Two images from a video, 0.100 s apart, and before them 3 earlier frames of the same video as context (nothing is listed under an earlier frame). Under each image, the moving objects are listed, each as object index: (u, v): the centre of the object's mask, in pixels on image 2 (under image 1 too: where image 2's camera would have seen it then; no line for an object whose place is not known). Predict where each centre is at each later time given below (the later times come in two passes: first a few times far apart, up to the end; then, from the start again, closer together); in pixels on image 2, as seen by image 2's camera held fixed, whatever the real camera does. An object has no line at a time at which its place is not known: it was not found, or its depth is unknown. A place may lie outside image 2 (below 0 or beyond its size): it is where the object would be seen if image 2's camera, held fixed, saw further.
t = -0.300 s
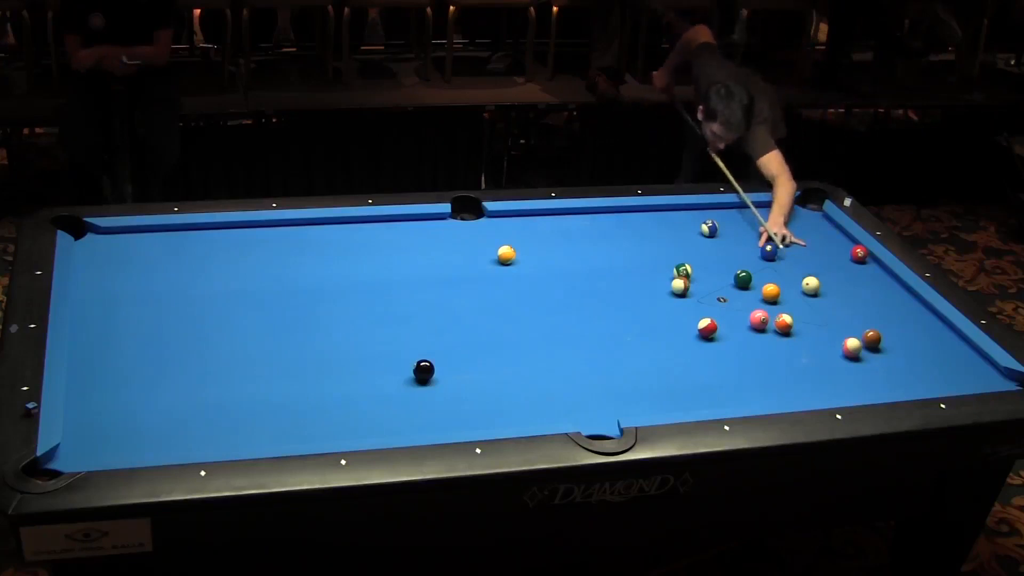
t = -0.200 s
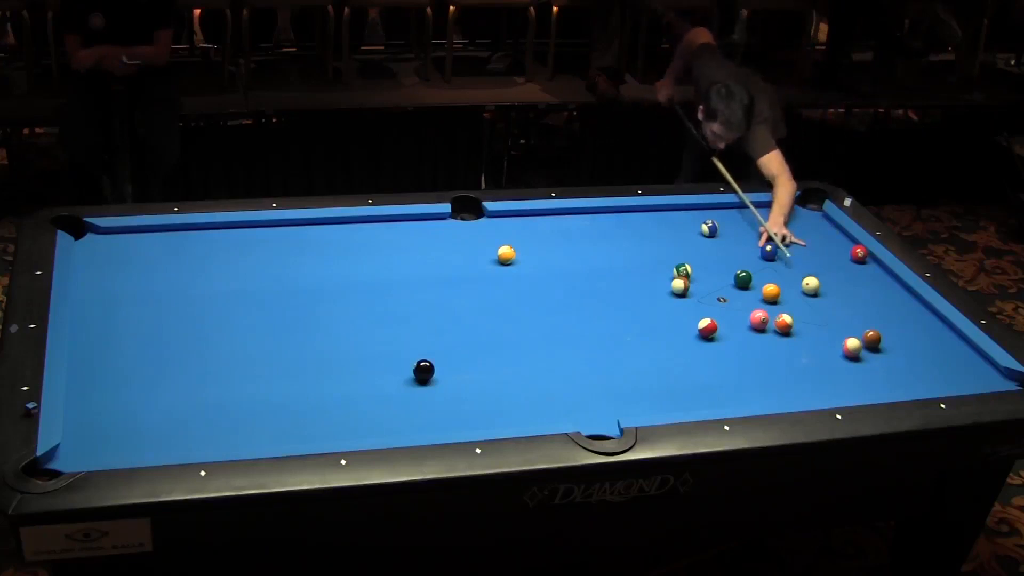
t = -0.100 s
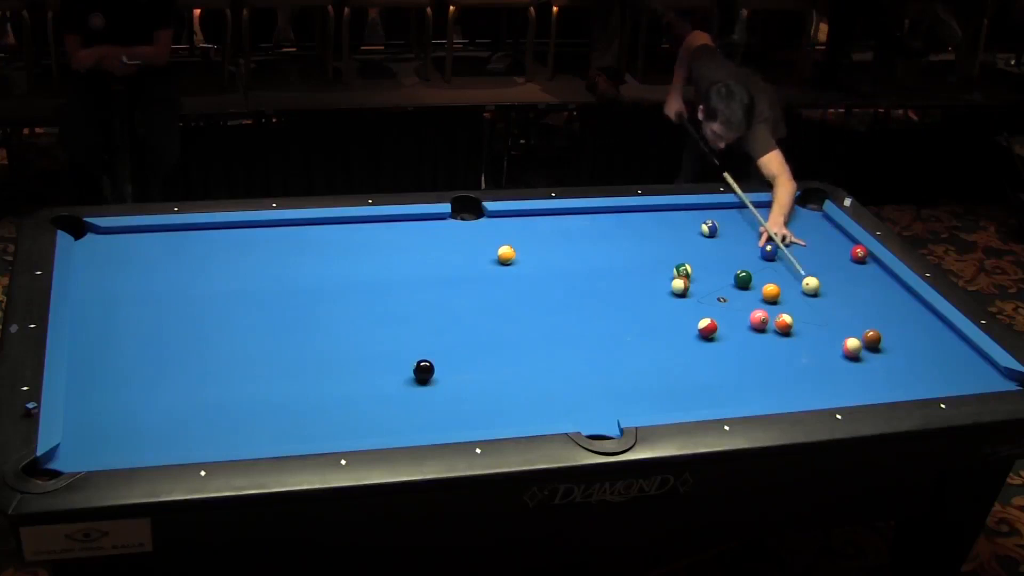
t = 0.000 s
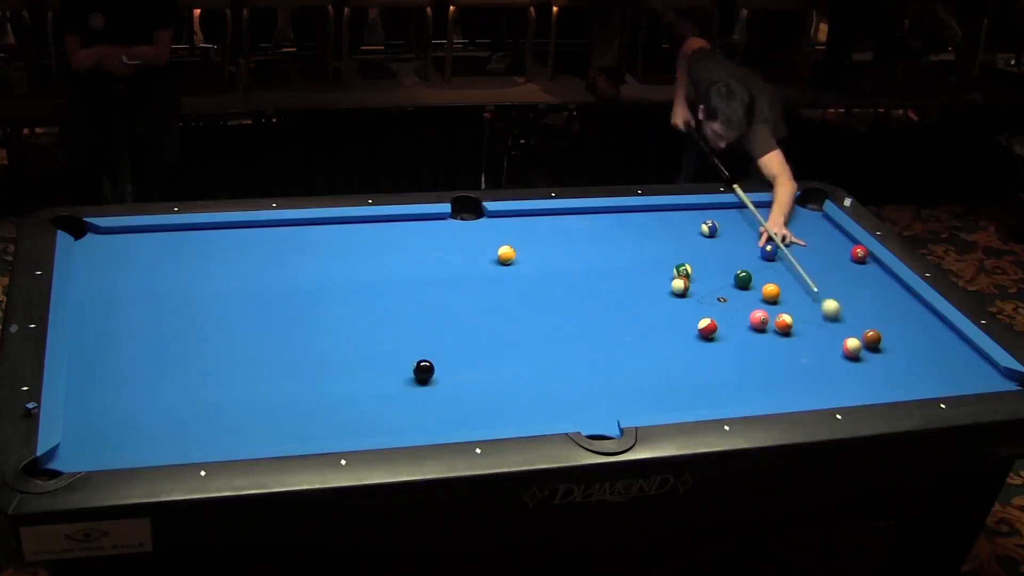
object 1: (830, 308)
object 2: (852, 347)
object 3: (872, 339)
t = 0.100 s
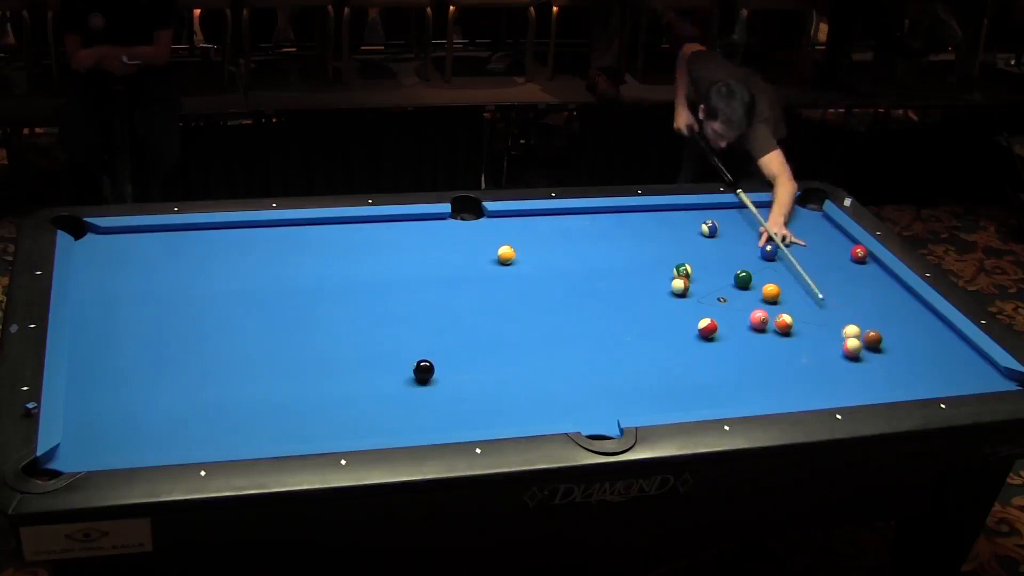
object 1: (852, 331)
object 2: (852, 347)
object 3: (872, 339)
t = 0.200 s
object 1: (846, 339)
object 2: (853, 362)
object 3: (897, 347)
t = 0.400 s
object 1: (841, 347)
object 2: (857, 388)
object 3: (934, 359)
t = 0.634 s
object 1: (838, 357)
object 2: (828, 378)
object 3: (977, 372)
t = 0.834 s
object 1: (835, 367)
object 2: (805, 365)
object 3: (1015, 379)
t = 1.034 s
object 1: (832, 375)
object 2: (784, 353)
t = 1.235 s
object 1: (830, 383)
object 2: (764, 342)
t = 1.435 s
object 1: (827, 390)
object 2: (745, 333)
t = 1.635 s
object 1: (820, 391)
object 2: (727, 323)
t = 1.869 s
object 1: (808, 390)
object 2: (707, 311)
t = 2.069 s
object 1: (799, 387)
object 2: (692, 305)
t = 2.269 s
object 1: (792, 384)
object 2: (678, 297)
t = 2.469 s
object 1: (784, 382)
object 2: (664, 290)
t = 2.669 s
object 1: (779, 380)
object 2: (652, 283)
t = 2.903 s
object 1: (774, 378)
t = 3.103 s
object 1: (770, 377)
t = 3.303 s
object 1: (768, 377)
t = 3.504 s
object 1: (767, 376)
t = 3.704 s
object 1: (767, 376)
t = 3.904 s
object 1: (767, 376)
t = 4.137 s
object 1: (767, 376)
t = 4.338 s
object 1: (767, 376)
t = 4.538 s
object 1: (767, 376)
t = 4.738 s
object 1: (767, 376)
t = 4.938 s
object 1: (767, 376)
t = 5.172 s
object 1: (767, 376)
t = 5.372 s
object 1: (767, 376)
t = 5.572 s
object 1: (767, 376)
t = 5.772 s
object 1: (767, 376)
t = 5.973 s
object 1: (767, 376)
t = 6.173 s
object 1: (767, 376)
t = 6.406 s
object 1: (767, 376)
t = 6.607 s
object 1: (765, 375)
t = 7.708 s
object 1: (768, 369)
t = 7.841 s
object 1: (767, 376)
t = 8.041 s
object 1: (767, 376)
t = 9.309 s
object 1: (762, 379)
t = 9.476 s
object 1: (767, 376)
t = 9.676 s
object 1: (767, 376)
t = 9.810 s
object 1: (767, 376)
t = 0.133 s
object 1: (849, 335)
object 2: (852, 350)
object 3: (881, 342)
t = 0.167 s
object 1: (847, 338)
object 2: (853, 356)
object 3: (889, 345)
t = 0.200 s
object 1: (846, 339)
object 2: (853, 362)
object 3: (897, 347)
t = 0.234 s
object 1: (844, 339)
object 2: (854, 368)
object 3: (903, 350)
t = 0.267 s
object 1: (843, 341)
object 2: (855, 373)
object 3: (909, 351)
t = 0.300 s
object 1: (843, 342)
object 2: (856, 378)
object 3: (916, 352)
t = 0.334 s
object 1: (842, 344)
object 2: (856, 381)
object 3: (922, 354)
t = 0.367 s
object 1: (842, 346)
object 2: (856, 385)
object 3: (928, 357)
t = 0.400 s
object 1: (841, 347)
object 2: (857, 388)
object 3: (934, 359)
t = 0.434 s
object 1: (841, 348)
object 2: (855, 388)
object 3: (940, 360)
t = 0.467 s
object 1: (841, 350)
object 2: (849, 387)
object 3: (947, 362)
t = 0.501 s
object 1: (840, 351)
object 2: (845, 386)
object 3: (953, 364)
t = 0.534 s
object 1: (840, 353)
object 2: (841, 383)
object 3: (959, 368)
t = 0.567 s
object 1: (839, 355)
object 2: (837, 381)
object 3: (965, 368)
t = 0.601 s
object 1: (839, 357)
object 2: (833, 380)
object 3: (972, 370)
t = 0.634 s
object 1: (838, 357)
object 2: (828, 378)
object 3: (977, 372)
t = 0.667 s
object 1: (838, 359)
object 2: (824, 375)
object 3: (984, 373)
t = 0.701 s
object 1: (837, 361)
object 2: (821, 373)
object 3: (990, 375)
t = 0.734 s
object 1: (837, 363)
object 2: (817, 371)
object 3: (996, 375)
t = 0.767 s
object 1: (836, 364)
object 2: (813, 369)
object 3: (1002, 377)
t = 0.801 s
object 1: (836, 365)
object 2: (809, 367)
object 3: (1007, 378)
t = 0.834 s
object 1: (835, 367)
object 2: (805, 365)
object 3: (1015, 379)
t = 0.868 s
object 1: (835, 368)
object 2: (801, 363)
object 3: (1019, 381)
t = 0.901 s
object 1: (834, 369)
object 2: (798, 361)
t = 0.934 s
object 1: (834, 371)
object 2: (795, 359)
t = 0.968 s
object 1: (834, 372)
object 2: (791, 357)
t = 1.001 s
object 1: (833, 374)
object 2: (788, 355)
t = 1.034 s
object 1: (832, 375)
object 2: (784, 353)
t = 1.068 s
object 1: (832, 376)
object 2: (780, 352)
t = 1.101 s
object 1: (831, 378)
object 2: (777, 350)
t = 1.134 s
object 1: (831, 379)
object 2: (773, 348)
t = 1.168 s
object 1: (830, 381)
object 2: (771, 346)
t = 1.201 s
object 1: (830, 383)
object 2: (767, 344)
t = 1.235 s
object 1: (830, 383)
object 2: (764, 342)
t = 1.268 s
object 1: (829, 385)
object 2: (761, 341)
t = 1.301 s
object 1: (829, 387)
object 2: (757, 339)
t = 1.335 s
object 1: (828, 387)
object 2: (754, 337)
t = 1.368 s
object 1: (828, 388)
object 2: (751, 335)
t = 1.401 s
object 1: (827, 389)
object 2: (748, 334)
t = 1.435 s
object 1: (827, 390)
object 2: (745, 333)
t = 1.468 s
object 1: (826, 390)
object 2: (741, 331)
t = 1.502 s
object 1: (826, 391)
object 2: (739, 329)
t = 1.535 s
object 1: (826, 392)
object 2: (735, 328)
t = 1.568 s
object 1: (824, 392)
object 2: (732, 326)
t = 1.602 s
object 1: (822, 391)
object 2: (730, 324)
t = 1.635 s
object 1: (820, 391)
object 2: (727, 323)
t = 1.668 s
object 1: (818, 391)
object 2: (724, 321)
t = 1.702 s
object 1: (816, 391)
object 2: (722, 319)
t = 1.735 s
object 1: (815, 391)
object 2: (719, 317)
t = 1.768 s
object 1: (813, 391)
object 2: (717, 315)
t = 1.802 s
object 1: (811, 390)
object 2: (713, 313)
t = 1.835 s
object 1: (809, 390)
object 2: (710, 312)
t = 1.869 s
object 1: (808, 390)
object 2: (707, 311)
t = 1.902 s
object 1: (806, 390)
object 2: (705, 310)
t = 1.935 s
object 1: (805, 389)
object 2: (702, 309)
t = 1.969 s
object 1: (803, 389)
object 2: (700, 309)
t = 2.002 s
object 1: (802, 389)
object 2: (697, 308)
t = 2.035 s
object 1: (801, 388)
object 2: (695, 306)
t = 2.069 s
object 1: (799, 387)
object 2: (692, 305)
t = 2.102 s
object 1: (798, 386)
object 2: (690, 304)
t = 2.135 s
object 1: (796, 386)
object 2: (687, 303)
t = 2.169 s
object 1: (795, 385)
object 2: (685, 301)
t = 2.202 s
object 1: (794, 385)
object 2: (682, 300)
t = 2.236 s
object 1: (792, 385)
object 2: (680, 298)
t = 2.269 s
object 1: (792, 384)
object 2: (678, 297)
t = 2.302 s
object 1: (790, 384)
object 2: (675, 296)
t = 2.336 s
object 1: (789, 383)
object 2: (673, 295)
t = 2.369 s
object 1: (788, 383)
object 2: (670, 293)
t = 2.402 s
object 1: (787, 383)
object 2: (668, 292)
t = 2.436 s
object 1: (786, 382)
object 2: (666, 291)
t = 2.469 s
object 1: (784, 382)
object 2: (664, 290)
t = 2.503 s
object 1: (783, 381)
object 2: (662, 289)
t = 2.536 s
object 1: (782, 381)
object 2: (660, 287)
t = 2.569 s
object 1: (782, 381)
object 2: (657, 286)
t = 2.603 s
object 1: (780, 380)
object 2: (656, 285)
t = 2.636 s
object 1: (780, 380)
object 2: (654, 284)
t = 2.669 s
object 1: (779, 380)
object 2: (652, 283)
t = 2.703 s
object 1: (778, 380)
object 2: (650, 282)
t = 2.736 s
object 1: (777, 379)
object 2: (648, 281)
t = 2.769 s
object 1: (776, 379)
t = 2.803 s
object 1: (776, 379)
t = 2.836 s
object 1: (775, 379)
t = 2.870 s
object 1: (774, 379)
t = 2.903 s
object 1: (774, 378)
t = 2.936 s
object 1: (773, 378)
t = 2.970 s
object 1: (772, 378)
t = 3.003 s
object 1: (772, 378)
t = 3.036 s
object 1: (771, 377)
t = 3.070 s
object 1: (771, 377)
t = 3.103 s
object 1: (770, 377)
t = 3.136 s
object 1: (770, 377)
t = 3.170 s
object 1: (769, 377)
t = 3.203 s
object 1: (769, 377)
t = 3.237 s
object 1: (769, 377)
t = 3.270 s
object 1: (768, 376)
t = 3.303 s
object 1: (768, 377)
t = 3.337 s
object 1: (768, 377)
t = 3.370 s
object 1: (767, 377)
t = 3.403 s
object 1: (767, 376)
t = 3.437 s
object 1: (767, 376)
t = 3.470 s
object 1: (767, 376)
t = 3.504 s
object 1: (767, 376)
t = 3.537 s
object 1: (767, 376)
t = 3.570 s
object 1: (766, 376)
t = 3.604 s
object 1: (766, 376)
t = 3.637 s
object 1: (767, 376)
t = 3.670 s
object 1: (766, 376)
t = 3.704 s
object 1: (767, 376)
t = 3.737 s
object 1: (766, 376)
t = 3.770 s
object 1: (766, 376)
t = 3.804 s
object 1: (766, 376)
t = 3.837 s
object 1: (766, 376)
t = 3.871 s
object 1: (767, 376)
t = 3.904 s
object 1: (767, 376)
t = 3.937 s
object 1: (767, 376)
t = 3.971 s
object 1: (767, 376)
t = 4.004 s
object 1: (767, 376)
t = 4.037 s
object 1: (767, 376)
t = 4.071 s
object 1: (767, 376)
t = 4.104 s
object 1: (767, 376)
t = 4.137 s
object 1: (767, 376)
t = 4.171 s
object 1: (767, 376)
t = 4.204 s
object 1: (767, 376)
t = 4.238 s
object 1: (767, 376)
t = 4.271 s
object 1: (767, 376)
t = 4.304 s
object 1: (767, 376)
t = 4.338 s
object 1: (767, 376)
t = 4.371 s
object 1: (767, 376)
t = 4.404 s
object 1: (767, 376)
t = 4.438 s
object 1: (767, 376)
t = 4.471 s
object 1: (767, 376)
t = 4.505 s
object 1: (767, 376)
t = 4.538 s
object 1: (767, 376)
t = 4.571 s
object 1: (767, 376)
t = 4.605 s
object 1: (767, 376)
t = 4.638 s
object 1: (767, 376)
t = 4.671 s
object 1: (767, 376)
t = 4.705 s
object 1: (767, 376)
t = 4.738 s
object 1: (767, 376)
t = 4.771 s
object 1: (767, 376)
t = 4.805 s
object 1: (767, 376)
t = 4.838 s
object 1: (766, 376)
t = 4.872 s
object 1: (767, 376)
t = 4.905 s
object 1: (767, 376)
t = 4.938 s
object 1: (767, 376)
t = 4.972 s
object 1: (766, 376)
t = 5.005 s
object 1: (766, 376)
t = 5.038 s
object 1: (767, 376)
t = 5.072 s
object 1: (766, 376)
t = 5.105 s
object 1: (766, 376)
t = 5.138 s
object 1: (767, 376)
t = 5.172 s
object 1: (767, 376)
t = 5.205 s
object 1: (767, 376)
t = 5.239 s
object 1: (767, 376)
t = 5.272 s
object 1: (767, 376)
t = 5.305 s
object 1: (767, 376)
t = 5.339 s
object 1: (767, 376)
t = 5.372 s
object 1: (767, 376)
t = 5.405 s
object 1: (767, 376)
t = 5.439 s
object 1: (767, 376)
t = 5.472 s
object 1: (767, 376)
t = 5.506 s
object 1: (767, 376)
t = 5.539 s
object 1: (767, 376)
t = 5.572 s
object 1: (767, 376)
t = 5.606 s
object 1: (767, 376)
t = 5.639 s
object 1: (767, 376)
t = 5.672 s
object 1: (767, 376)
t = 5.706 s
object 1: (767, 376)
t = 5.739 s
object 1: (767, 376)
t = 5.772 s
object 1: (767, 376)
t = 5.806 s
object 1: (767, 376)
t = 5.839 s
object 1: (767, 376)
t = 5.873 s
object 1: (767, 376)
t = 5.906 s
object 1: (766, 376)
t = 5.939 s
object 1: (767, 376)
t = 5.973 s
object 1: (767, 376)
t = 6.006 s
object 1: (767, 376)
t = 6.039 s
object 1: (767, 376)
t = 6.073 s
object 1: (766, 376)
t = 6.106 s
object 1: (767, 376)
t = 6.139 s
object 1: (766, 376)
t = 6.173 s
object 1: (767, 376)
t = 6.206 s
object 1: (767, 376)
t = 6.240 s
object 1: (767, 376)
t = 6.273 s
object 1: (767, 376)
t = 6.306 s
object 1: (767, 376)
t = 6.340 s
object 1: (766, 376)
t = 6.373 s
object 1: (767, 375)
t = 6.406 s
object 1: (767, 376)
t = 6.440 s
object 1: (767, 376)
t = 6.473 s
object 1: (767, 376)
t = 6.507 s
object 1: (767, 376)
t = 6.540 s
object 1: (767, 376)
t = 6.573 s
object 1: (767, 376)
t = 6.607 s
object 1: (765, 375)
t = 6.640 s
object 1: (760, 371)
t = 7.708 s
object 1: (768, 369)
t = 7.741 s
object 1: (767, 374)
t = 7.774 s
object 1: (767, 376)
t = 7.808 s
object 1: (767, 376)
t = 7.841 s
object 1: (767, 376)
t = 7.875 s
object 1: (767, 376)
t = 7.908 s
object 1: (767, 376)
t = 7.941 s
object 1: (767, 376)
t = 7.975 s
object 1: (767, 376)
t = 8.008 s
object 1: (767, 376)
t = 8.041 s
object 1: (767, 376)
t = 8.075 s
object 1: (767, 374)
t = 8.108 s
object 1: (770, 368)
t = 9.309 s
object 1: (762, 379)
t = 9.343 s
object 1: (764, 377)
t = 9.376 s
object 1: (766, 376)
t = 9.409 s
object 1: (767, 376)
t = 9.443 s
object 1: (767, 376)
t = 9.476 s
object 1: (767, 376)
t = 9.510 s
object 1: (767, 376)
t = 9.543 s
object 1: (767, 376)
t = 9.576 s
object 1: (767, 376)
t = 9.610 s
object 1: (767, 376)
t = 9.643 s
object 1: (767, 376)
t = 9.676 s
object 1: (767, 376)
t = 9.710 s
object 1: (767, 376)
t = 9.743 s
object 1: (767, 376)
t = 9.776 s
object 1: (767, 376)
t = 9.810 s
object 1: (767, 376)
